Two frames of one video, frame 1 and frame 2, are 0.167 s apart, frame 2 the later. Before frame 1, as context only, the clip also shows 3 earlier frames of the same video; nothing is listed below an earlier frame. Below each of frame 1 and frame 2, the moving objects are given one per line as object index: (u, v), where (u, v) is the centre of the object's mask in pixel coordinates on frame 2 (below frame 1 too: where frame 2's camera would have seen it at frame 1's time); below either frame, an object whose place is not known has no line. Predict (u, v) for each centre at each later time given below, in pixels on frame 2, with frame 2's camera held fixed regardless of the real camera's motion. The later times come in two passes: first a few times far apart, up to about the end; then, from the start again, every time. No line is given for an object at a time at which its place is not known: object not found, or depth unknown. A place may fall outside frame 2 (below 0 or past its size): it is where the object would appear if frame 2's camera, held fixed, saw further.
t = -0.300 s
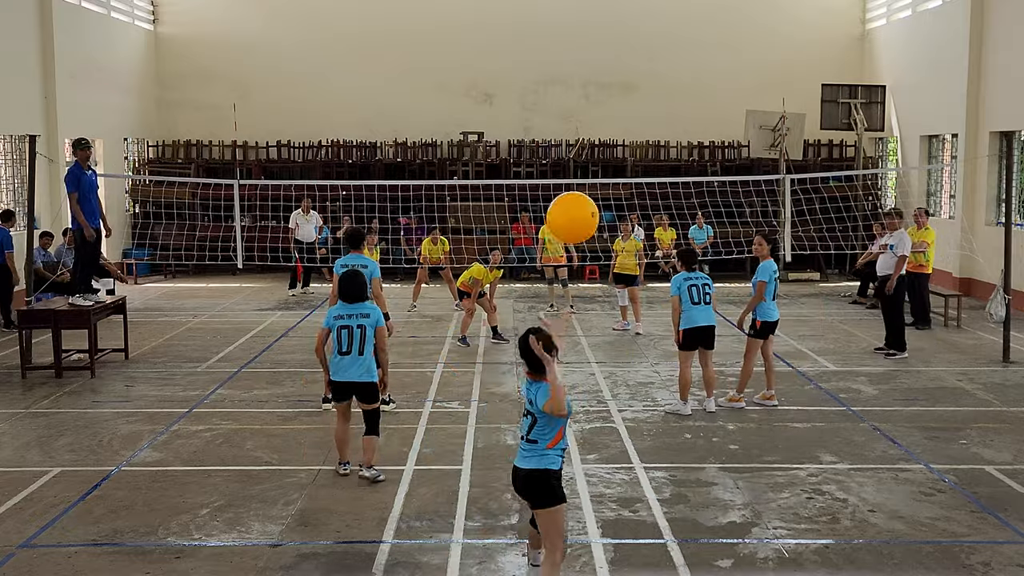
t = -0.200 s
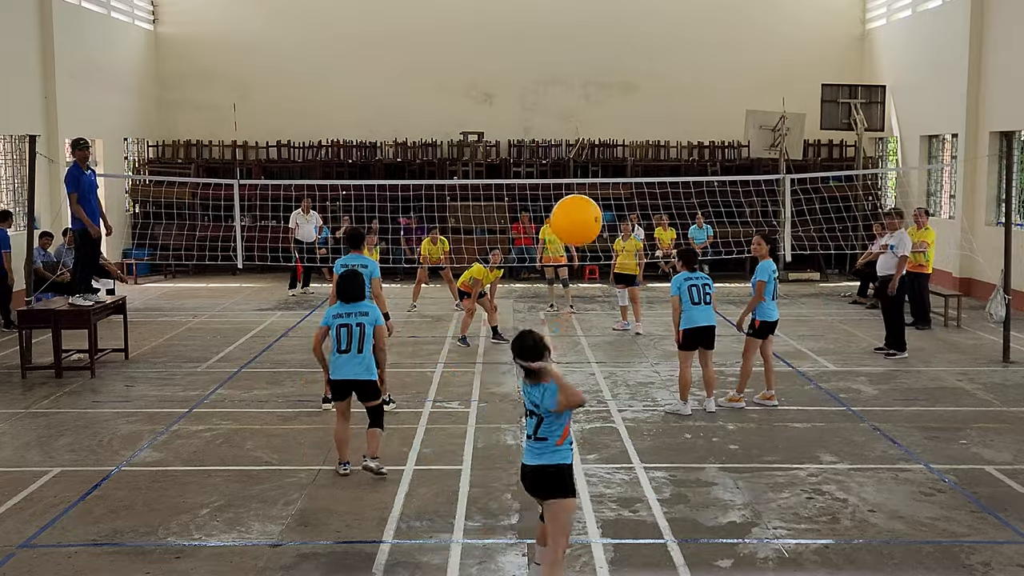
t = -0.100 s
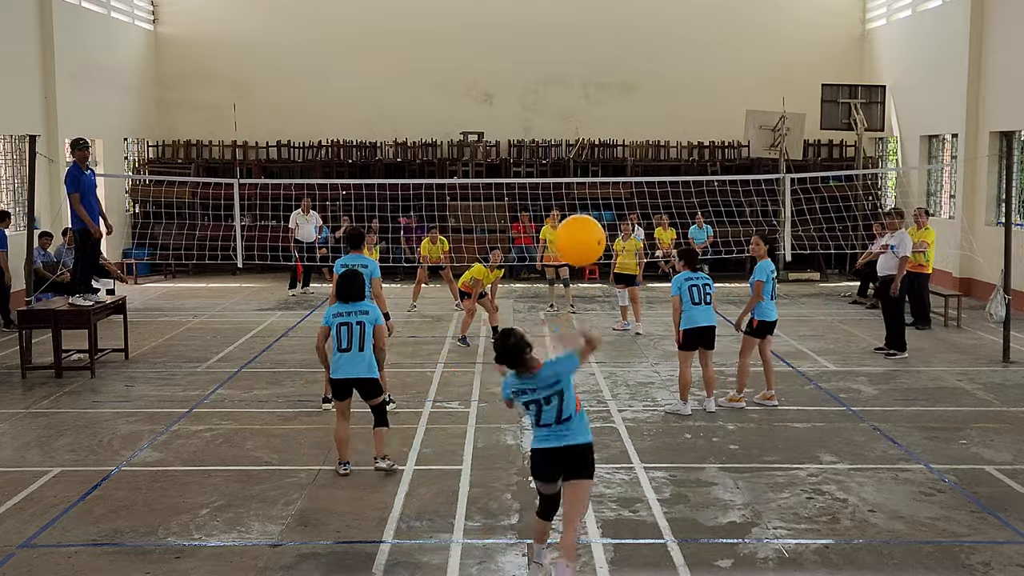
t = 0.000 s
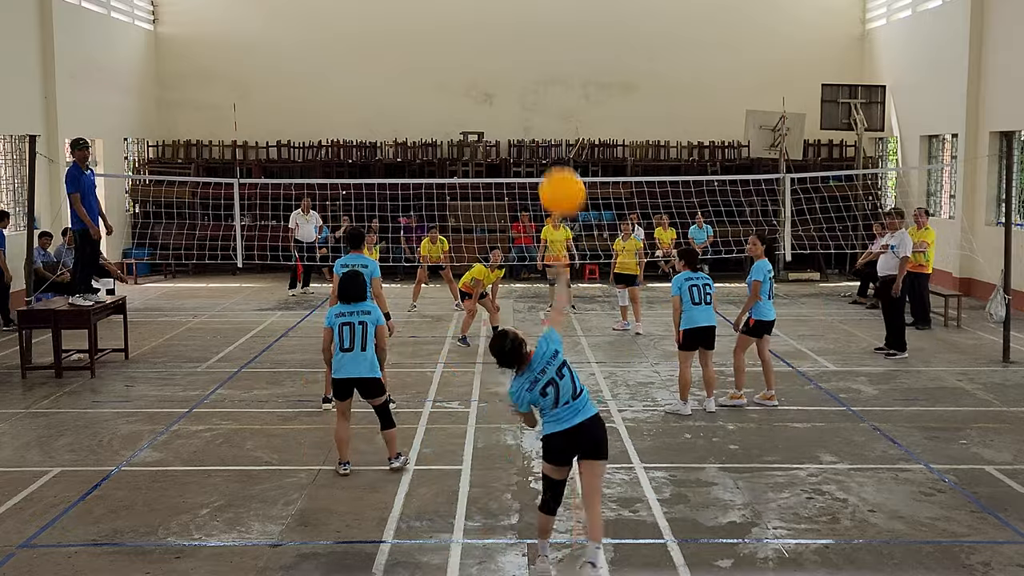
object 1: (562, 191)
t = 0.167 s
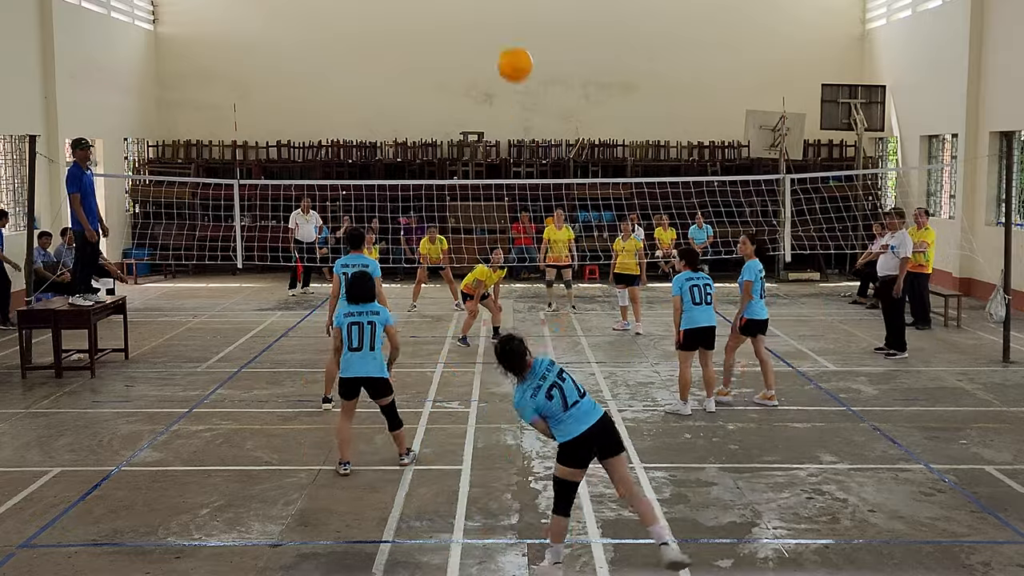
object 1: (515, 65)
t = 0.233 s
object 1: (502, 41)
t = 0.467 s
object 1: (472, 21)
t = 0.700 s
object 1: (448, 51)
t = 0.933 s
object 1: (430, 111)
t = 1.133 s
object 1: (418, 173)
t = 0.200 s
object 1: (508, 51)
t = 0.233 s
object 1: (502, 41)
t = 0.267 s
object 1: (497, 34)
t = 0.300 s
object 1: (492, 28)
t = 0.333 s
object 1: (487, 24)
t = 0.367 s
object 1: (483, 21)
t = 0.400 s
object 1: (479, 20)
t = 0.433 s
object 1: (475, 20)
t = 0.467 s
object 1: (472, 21)
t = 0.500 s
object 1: (468, 23)
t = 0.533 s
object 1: (464, 26)
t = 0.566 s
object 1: (461, 30)
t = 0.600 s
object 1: (458, 34)
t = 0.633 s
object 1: (454, 39)
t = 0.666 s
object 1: (451, 45)
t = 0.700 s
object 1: (448, 51)
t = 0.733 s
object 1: (445, 58)
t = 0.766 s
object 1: (443, 66)
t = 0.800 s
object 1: (440, 74)
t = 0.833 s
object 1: (437, 82)
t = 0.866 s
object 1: (435, 91)
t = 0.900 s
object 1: (433, 101)
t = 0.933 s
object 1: (430, 111)
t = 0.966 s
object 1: (428, 121)
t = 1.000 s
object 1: (426, 132)
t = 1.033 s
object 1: (424, 142)
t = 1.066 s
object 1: (422, 153)
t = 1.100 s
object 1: (419, 164)
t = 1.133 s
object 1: (418, 173)
